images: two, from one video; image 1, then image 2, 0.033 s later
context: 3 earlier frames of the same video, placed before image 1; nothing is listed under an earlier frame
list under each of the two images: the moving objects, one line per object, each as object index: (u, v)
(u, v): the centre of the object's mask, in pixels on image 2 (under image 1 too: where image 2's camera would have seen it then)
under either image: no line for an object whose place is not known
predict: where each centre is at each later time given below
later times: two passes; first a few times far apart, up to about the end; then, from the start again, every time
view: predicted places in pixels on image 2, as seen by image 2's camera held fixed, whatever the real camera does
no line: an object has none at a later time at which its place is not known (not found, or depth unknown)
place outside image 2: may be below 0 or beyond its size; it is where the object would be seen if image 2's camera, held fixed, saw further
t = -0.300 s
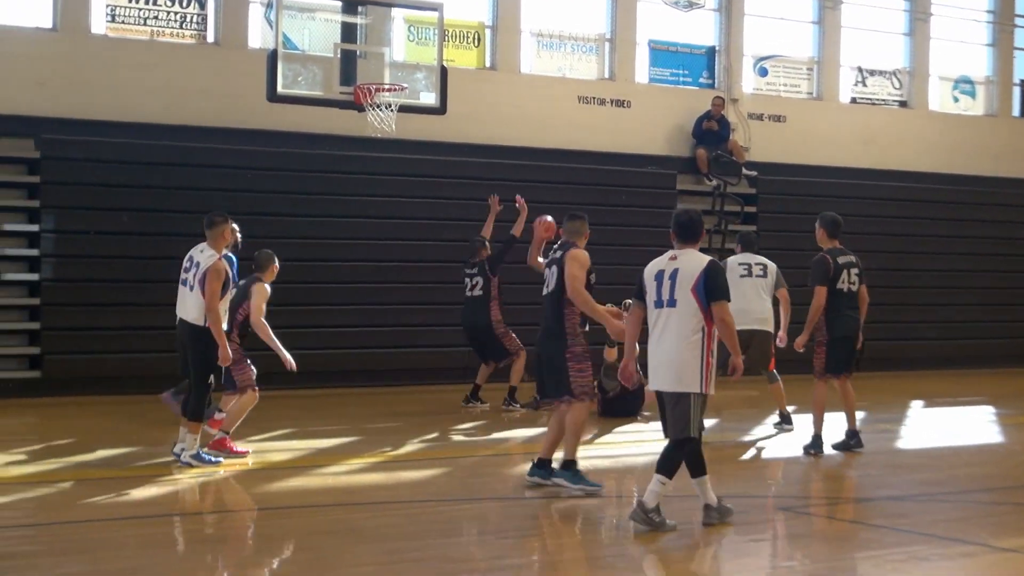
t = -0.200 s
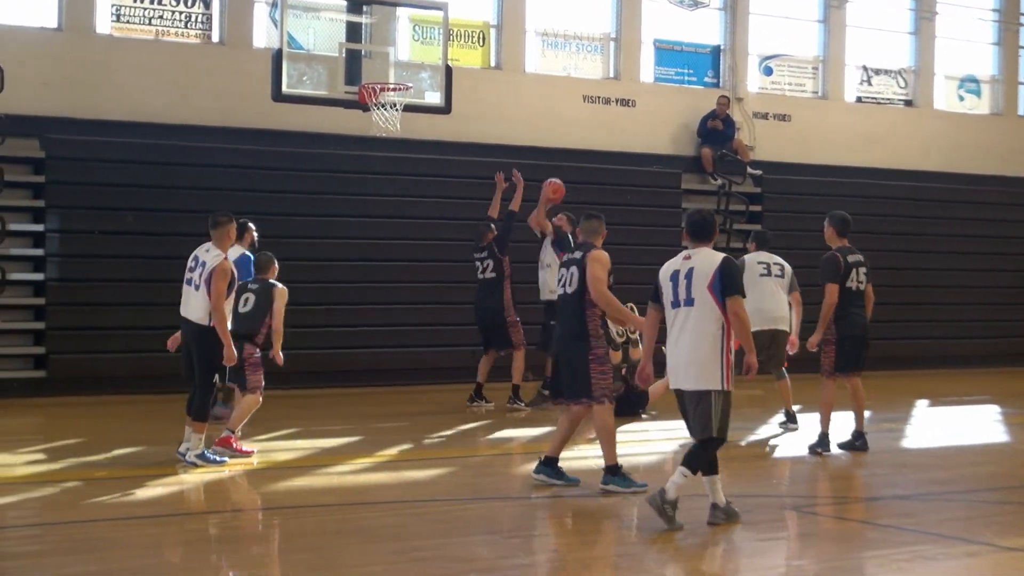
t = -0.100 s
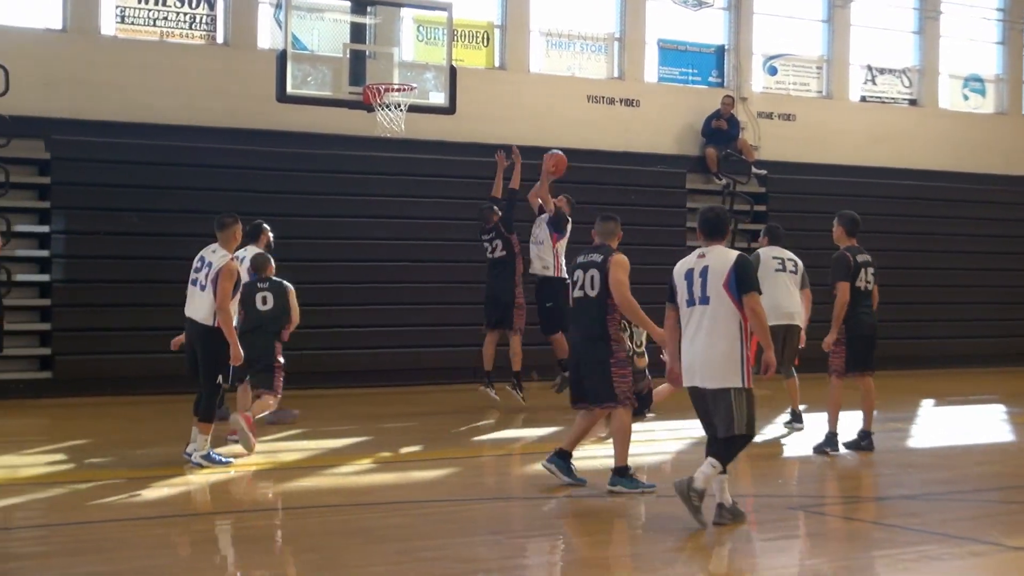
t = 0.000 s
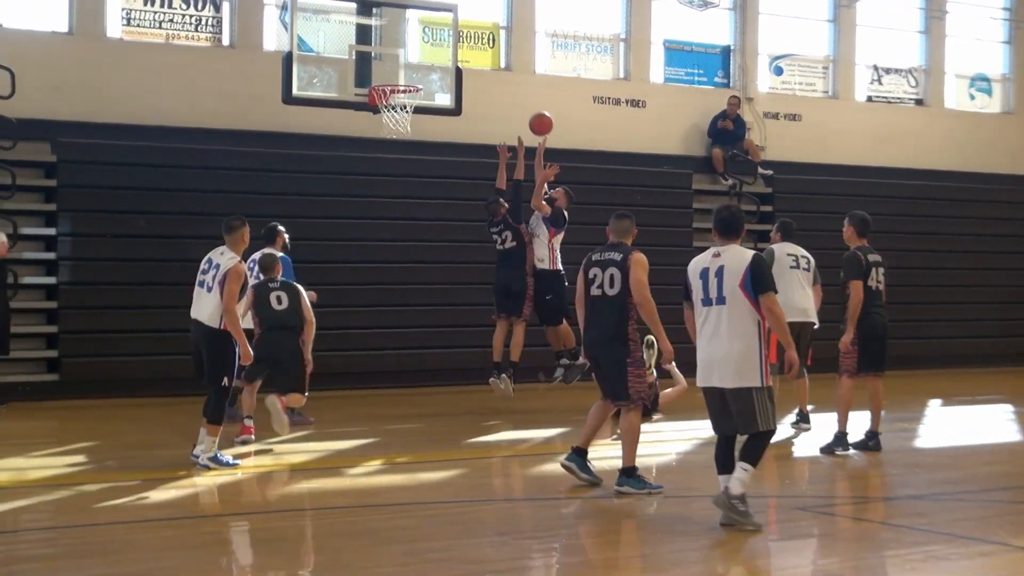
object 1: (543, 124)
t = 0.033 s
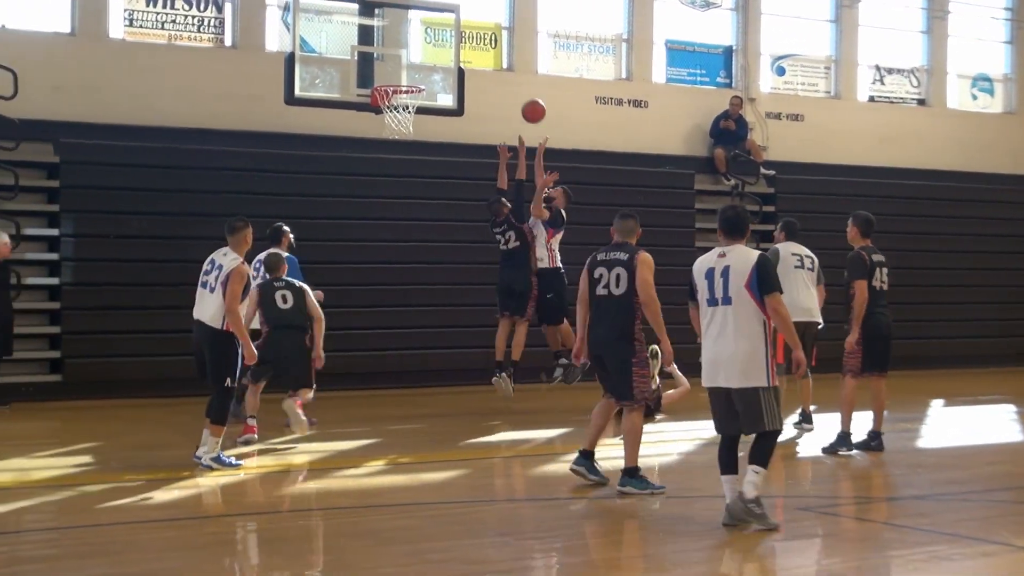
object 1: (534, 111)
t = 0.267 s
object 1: (465, 50)
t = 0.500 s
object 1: (442, 50)
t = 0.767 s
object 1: (457, 80)
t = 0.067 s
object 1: (523, 99)
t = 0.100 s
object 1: (514, 88)
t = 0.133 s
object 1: (504, 78)
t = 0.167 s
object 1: (495, 69)
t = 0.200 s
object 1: (485, 62)
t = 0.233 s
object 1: (475, 55)
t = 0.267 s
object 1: (465, 50)
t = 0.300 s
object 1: (456, 45)
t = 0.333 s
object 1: (452, 43)
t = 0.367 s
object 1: (450, 42)
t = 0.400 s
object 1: (448, 42)
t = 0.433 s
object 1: (446, 44)
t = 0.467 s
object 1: (444, 46)
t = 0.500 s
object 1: (442, 50)
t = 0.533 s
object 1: (440, 55)
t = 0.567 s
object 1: (437, 61)
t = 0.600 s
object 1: (435, 68)
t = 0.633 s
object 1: (433, 76)
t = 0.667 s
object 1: (435, 80)
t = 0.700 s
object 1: (442, 79)
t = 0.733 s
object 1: (450, 79)
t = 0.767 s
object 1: (457, 80)
